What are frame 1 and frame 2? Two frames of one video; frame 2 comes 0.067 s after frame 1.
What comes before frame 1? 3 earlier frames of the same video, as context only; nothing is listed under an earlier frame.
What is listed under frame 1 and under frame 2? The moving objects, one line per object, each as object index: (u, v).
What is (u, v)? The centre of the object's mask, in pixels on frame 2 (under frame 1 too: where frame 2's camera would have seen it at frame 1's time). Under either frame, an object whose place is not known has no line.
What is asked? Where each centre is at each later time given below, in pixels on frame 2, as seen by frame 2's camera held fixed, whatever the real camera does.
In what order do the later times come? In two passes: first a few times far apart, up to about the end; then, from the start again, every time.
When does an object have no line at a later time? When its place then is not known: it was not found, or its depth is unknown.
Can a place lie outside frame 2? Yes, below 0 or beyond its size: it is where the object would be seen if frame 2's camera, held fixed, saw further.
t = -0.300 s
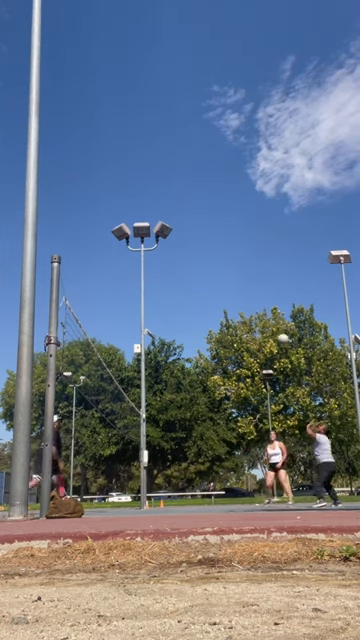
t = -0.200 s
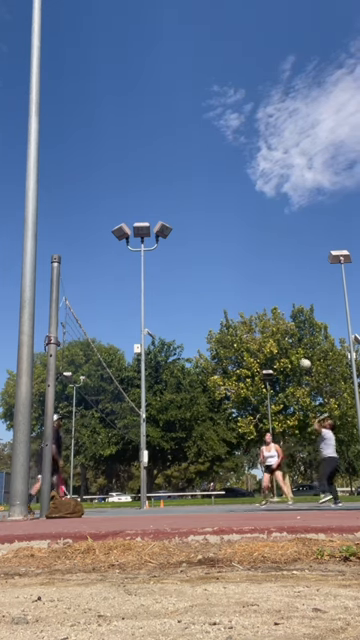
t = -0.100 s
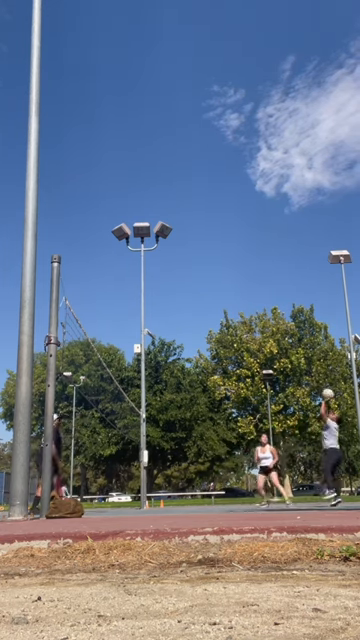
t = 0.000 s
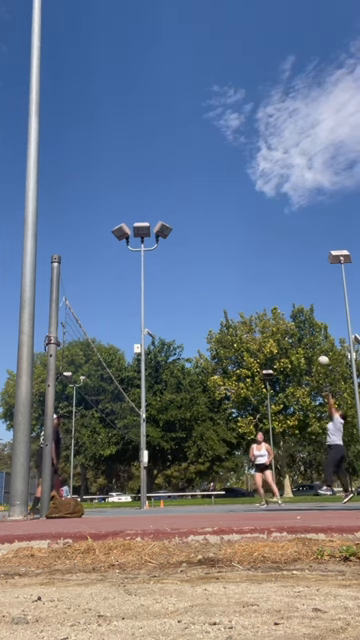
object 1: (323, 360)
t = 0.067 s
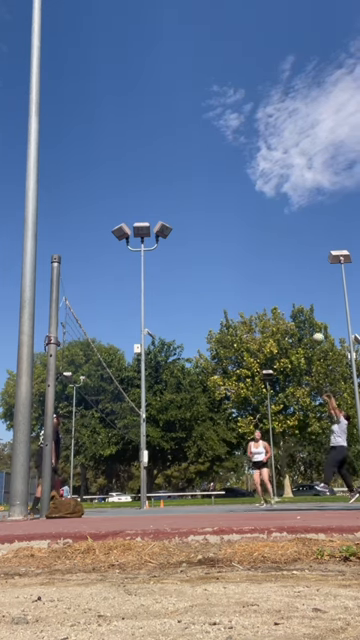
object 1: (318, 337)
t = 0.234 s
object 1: (307, 293)
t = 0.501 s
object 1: (294, 254)
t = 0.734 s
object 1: (285, 248)
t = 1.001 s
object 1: (277, 270)
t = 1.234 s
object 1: (273, 316)
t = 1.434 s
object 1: (270, 379)
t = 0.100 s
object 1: (316, 326)
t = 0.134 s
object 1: (314, 317)
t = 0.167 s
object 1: (312, 308)
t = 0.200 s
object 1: (309, 300)
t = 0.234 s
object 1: (307, 293)
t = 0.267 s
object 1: (305, 286)
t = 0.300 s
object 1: (304, 280)
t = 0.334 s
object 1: (302, 274)
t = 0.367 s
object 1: (300, 269)
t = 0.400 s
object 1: (298, 264)
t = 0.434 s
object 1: (297, 260)
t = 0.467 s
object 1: (295, 257)
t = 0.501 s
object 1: (294, 254)
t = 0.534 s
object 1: (293, 251)
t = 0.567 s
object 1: (291, 249)
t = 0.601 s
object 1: (290, 248)
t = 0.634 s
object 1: (288, 247)
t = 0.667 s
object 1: (287, 247)
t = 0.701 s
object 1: (286, 247)
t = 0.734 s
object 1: (285, 248)
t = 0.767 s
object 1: (284, 249)
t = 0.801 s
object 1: (283, 250)
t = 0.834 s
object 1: (281, 252)
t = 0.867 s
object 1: (281, 255)
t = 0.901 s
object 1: (280, 258)
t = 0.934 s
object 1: (279, 262)
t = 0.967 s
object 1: (278, 266)
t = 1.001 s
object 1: (277, 270)
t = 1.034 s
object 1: (276, 276)
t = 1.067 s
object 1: (275, 281)
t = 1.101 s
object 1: (275, 287)
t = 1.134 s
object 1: (274, 294)
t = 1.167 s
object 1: (274, 301)
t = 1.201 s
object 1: (273, 309)
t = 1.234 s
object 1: (273, 316)
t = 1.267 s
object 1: (272, 325)
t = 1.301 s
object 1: (272, 335)
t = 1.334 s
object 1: (272, 345)
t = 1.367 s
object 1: (271, 356)
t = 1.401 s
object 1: (271, 367)
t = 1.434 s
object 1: (270, 379)
